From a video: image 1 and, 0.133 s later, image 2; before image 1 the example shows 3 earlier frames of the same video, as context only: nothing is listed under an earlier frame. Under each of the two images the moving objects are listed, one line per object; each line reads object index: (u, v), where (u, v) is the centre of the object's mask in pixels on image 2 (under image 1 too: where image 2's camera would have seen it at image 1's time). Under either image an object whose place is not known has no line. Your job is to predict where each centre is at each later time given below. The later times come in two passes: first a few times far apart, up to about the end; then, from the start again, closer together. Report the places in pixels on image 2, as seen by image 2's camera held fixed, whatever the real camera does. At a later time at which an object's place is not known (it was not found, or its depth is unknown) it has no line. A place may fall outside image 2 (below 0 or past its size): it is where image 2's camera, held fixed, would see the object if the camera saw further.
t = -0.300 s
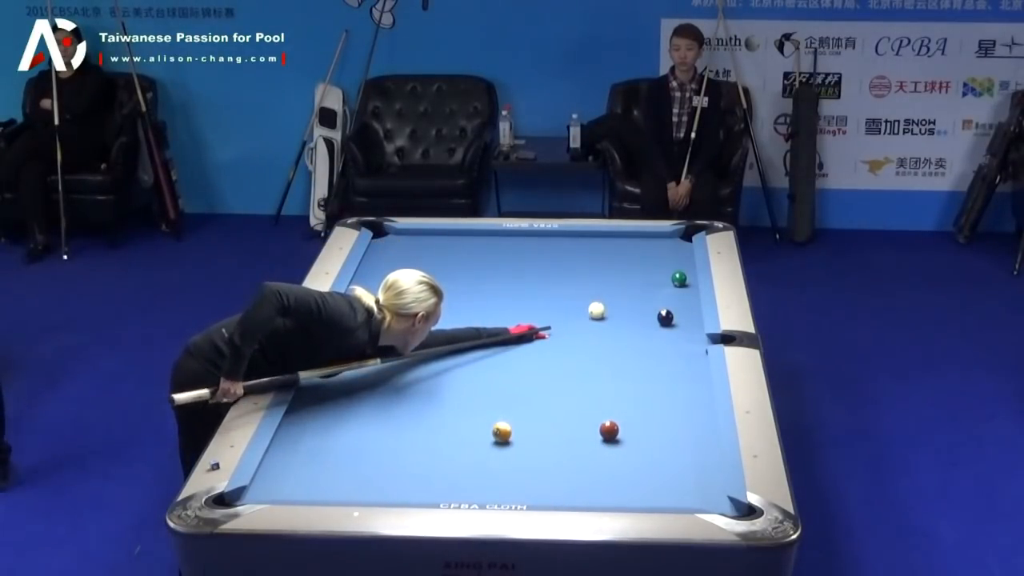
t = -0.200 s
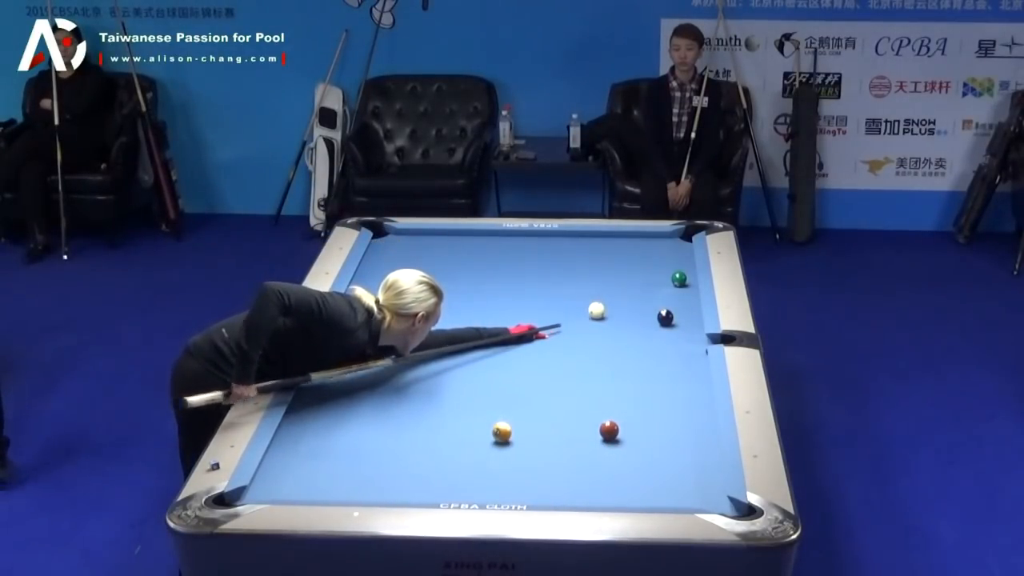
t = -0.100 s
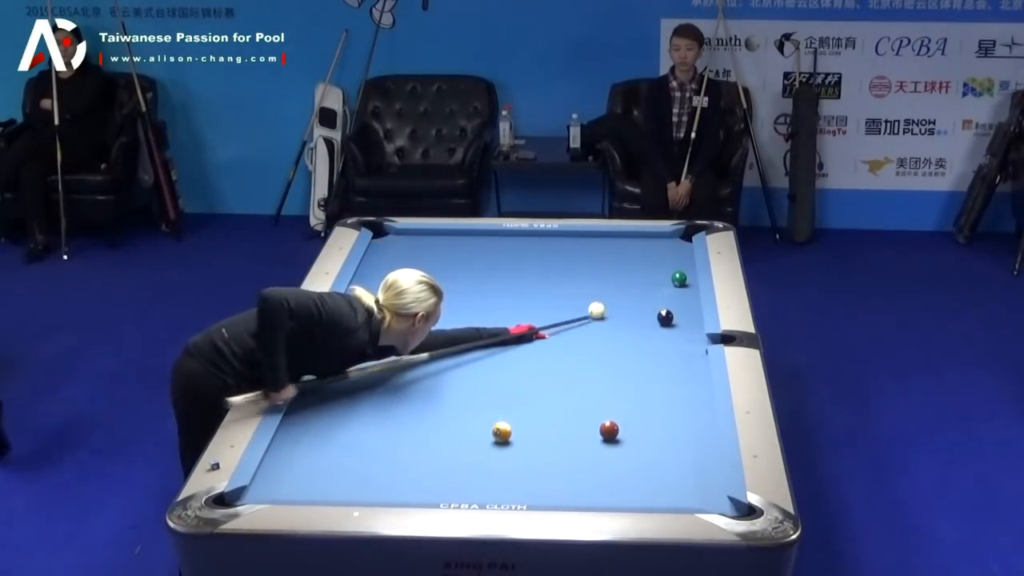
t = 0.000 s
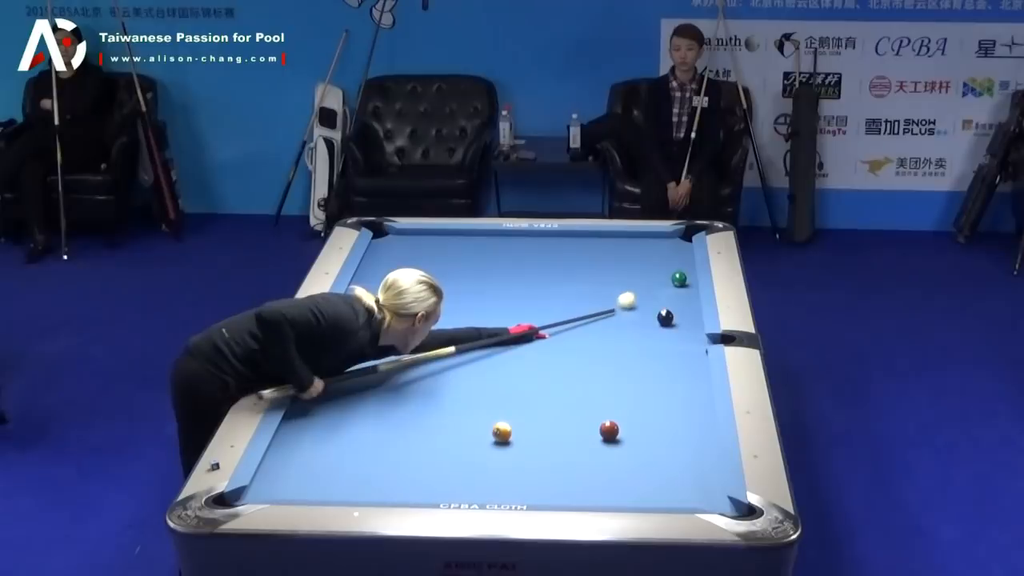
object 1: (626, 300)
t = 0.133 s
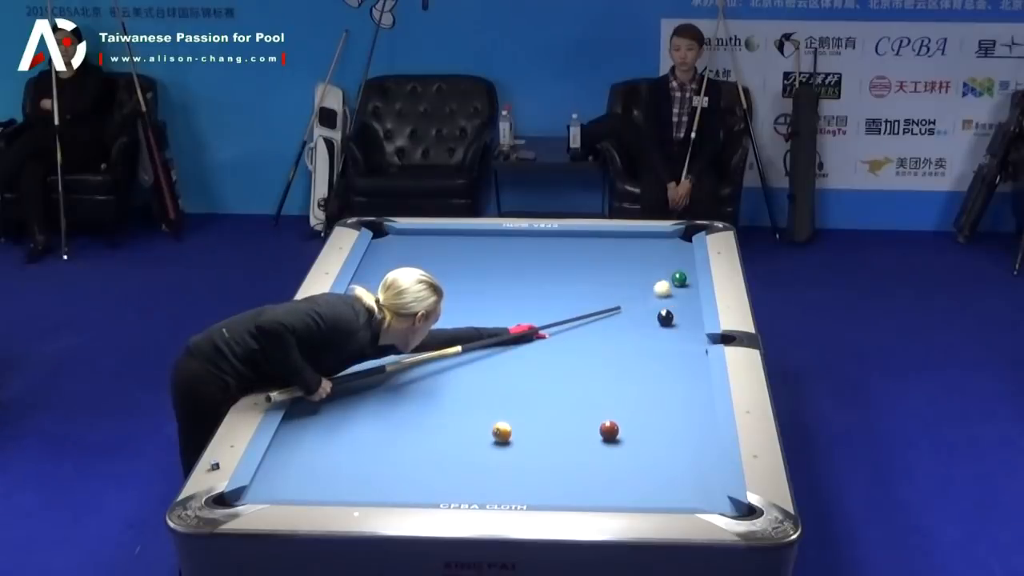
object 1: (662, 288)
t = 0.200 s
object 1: (677, 283)
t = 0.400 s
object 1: (678, 285)
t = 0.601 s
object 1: (662, 288)
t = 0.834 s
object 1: (644, 290)
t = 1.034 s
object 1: (630, 292)
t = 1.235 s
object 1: (616, 294)
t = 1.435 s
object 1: (603, 296)
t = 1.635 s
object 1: (590, 299)
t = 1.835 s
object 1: (578, 300)
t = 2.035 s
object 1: (567, 302)
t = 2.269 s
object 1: (555, 304)
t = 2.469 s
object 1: (545, 306)
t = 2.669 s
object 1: (536, 307)
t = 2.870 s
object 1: (528, 308)
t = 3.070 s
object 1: (521, 310)
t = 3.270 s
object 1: (514, 311)
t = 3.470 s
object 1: (508, 312)
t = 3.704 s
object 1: (502, 313)
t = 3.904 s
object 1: (497, 314)
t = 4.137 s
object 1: (487, 316)
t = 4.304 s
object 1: (490, 315)
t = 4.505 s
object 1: (487, 316)
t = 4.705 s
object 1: (485, 316)
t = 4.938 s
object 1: (483, 316)
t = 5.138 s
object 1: (483, 316)
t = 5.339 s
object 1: (483, 316)
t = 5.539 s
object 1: (483, 316)
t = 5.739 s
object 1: (483, 316)
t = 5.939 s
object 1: (483, 316)
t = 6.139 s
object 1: (480, 314)
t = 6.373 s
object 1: (484, 316)
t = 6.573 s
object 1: (484, 316)
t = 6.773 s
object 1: (484, 316)
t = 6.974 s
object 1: (484, 316)
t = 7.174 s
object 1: (484, 316)
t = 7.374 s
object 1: (484, 316)
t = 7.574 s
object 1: (484, 317)
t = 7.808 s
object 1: (483, 316)
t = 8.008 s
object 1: (484, 316)
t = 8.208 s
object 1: (484, 316)
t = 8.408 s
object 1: (484, 316)
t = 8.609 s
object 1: (484, 316)
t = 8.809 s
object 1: (484, 316)
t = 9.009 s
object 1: (484, 316)
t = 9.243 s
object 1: (484, 316)
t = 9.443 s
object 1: (484, 316)
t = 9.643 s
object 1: (484, 316)
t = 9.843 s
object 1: (484, 316)
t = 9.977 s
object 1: (484, 316)
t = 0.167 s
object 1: (670, 286)
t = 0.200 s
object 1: (677, 283)
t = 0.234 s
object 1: (683, 283)
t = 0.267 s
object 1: (689, 283)
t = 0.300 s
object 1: (687, 284)
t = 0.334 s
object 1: (684, 284)
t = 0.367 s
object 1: (681, 285)
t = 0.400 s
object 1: (678, 285)
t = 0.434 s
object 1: (676, 285)
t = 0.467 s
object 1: (673, 286)
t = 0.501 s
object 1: (670, 286)
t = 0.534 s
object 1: (667, 287)
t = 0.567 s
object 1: (665, 287)
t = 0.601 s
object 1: (662, 288)
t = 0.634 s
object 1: (660, 288)
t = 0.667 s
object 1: (657, 288)
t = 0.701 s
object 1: (654, 289)
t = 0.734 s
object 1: (652, 289)
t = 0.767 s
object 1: (649, 289)
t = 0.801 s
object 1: (647, 290)
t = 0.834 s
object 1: (644, 290)
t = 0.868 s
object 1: (642, 290)
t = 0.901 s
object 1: (639, 291)
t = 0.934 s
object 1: (637, 291)
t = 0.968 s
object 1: (635, 292)
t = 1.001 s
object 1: (632, 292)
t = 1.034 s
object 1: (630, 292)
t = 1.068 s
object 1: (627, 293)
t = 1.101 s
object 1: (625, 293)
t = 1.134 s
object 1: (623, 293)
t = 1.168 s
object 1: (620, 294)
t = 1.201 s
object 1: (618, 294)
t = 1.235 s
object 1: (616, 294)
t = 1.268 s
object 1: (614, 295)
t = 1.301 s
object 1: (611, 295)
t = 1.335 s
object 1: (609, 295)
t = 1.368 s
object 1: (607, 295)
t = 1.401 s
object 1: (605, 296)
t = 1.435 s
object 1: (603, 296)
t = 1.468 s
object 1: (600, 297)
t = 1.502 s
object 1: (598, 297)
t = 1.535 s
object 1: (596, 298)
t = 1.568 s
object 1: (594, 298)
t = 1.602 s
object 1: (592, 298)
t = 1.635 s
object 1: (590, 299)
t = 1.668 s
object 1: (588, 299)
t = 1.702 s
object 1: (586, 299)
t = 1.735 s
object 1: (584, 299)
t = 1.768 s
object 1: (582, 299)
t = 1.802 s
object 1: (580, 300)
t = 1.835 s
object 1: (578, 300)
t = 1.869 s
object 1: (576, 301)
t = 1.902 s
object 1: (574, 301)
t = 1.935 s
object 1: (572, 301)
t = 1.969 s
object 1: (570, 301)
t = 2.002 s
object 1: (569, 302)
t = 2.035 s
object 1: (567, 302)
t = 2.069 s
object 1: (565, 302)
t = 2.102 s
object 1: (563, 303)
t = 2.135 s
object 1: (562, 303)
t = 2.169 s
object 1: (560, 303)
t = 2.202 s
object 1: (558, 304)
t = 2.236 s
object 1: (556, 304)
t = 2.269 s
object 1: (555, 304)
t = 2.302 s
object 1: (553, 304)
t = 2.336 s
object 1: (552, 305)
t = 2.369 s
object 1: (550, 305)
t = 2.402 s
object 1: (548, 305)
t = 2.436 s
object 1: (547, 305)
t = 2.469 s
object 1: (545, 306)
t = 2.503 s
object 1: (544, 306)
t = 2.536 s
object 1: (542, 306)
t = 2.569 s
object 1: (541, 306)
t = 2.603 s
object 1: (539, 306)
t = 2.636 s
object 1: (538, 307)
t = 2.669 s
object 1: (536, 307)
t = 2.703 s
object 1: (535, 307)
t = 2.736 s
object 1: (534, 308)
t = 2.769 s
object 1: (532, 308)
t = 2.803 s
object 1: (531, 308)
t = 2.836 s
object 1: (529, 308)
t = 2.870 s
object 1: (528, 308)
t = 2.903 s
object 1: (527, 309)
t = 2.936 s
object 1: (526, 309)
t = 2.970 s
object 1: (524, 309)
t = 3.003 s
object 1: (523, 309)
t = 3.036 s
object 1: (522, 309)
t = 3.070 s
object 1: (521, 310)
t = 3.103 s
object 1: (520, 310)
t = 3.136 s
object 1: (518, 310)
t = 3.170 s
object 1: (517, 310)
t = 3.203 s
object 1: (516, 310)
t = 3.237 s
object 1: (515, 310)
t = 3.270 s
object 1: (514, 311)
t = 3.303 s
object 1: (513, 311)
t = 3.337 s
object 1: (512, 311)
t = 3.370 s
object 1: (511, 311)
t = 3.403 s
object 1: (510, 311)
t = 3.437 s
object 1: (509, 312)
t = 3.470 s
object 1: (508, 312)
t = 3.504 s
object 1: (507, 312)
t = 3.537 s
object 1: (506, 312)
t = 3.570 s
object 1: (505, 312)
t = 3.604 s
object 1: (504, 312)
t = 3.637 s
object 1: (503, 313)
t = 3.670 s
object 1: (503, 313)
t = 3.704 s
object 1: (502, 313)
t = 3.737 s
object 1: (501, 313)
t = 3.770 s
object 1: (500, 313)
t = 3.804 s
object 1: (499, 314)
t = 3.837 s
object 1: (499, 314)
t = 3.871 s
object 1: (498, 314)
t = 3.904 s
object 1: (497, 314)
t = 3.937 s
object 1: (497, 315)
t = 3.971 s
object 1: (499, 315)
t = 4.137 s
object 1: (487, 316)
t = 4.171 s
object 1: (492, 315)
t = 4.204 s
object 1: (491, 315)
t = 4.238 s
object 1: (491, 315)
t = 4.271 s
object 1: (490, 315)
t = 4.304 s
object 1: (490, 315)
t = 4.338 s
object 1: (489, 315)
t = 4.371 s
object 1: (489, 315)
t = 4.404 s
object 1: (488, 316)
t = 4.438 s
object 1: (488, 316)
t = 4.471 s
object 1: (487, 316)
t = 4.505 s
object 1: (487, 316)
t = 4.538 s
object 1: (486, 316)
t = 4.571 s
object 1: (486, 316)
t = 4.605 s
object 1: (486, 316)
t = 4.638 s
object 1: (485, 316)
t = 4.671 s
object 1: (485, 316)
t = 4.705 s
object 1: (485, 316)
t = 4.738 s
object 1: (485, 316)
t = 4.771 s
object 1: (484, 316)
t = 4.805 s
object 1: (484, 316)
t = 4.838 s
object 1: (484, 316)
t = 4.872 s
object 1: (484, 316)
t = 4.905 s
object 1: (484, 316)
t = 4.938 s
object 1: (483, 316)
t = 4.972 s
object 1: (483, 316)
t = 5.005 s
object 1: (483, 316)
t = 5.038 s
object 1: (483, 316)
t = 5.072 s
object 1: (483, 316)
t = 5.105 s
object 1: (483, 316)
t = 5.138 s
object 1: (483, 316)
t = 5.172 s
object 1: (483, 316)
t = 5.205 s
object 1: (483, 316)
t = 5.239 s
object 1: (483, 316)
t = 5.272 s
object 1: (483, 316)
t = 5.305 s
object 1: (483, 316)
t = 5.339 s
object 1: (483, 316)
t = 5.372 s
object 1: (483, 316)
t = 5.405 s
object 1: (483, 316)
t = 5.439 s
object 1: (483, 316)
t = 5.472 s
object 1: (483, 316)
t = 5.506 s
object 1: (483, 316)
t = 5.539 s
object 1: (483, 316)
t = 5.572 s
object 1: (483, 316)
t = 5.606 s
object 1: (483, 316)
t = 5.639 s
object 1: (483, 316)
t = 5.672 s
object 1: (483, 316)
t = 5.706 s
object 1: (484, 316)
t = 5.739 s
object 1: (483, 316)
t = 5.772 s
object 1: (483, 316)
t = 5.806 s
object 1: (483, 316)
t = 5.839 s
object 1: (484, 316)
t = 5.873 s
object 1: (483, 316)
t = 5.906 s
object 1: (483, 316)
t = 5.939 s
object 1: (483, 316)
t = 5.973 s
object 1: (484, 316)
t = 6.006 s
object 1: (483, 316)
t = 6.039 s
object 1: (483, 316)
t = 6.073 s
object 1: (483, 316)
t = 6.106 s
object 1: (484, 316)
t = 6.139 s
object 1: (480, 314)
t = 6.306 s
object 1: (488, 315)
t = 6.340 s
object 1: (484, 316)
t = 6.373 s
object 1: (484, 316)
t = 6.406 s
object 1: (484, 316)
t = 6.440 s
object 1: (484, 316)
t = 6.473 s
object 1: (484, 316)
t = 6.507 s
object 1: (484, 316)
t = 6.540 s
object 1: (484, 316)
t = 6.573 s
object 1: (484, 316)
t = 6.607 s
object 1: (484, 316)
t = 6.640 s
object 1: (484, 316)
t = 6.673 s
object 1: (483, 316)
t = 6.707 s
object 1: (484, 316)
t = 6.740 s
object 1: (484, 316)
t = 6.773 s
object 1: (484, 316)
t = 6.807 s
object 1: (484, 316)
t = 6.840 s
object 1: (484, 316)
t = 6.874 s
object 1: (484, 316)
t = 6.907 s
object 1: (484, 316)
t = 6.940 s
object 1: (484, 316)
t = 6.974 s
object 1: (484, 316)
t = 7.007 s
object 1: (484, 316)
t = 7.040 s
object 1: (484, 316)
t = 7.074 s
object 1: (484, 316)
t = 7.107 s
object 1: (484, 316)
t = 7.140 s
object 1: (484, 316)
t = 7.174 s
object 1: (484, 316)
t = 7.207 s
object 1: (483, 316)
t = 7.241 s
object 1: (483, 316)
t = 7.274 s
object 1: (484, 316)
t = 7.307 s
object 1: (484, 316)
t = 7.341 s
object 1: (484, 316)
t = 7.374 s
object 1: (484, 316)
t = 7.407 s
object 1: (484, 316)
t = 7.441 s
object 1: (484, 316)
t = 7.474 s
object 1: (484, 316)
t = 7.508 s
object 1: (484, 316)
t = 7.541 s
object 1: (484, 316)
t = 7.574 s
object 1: (484, 317)
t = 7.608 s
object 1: (484, 316)
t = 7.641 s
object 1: (484, 316)
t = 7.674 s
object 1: (484, 317)
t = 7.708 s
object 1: (484, 316)
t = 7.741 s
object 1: (484, 316)
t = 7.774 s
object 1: (484, 316)
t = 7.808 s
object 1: (483, 316)
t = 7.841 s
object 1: (484, 316)
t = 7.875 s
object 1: (484, 316)
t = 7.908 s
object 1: (484, 316)
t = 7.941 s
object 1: (484, 316)
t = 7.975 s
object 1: (484, 316)
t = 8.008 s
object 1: (484, 316)
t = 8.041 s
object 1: (484, 316)
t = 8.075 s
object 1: (484, 316)
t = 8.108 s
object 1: (484, 316)
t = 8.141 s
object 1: (484, 316)
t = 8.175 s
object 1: (484, 316)
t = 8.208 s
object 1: (484, 316)
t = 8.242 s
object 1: (484, 316)
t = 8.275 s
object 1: (484, 316)
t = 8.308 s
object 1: (484, 316)
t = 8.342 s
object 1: (484, 316)
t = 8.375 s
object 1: (484, 316)
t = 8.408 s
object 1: (484, 316)
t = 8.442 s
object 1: (484, 316)
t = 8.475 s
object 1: (484, 316)
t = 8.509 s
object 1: (484, 316)
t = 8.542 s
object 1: (484, 316)
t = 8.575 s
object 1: (484, 316)
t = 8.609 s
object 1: (484, 316)
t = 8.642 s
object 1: (484, 316)
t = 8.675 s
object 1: (484, 316)
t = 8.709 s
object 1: (484, 316)
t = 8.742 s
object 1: (484, 316)
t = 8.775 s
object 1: (484, 316)
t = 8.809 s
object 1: (484, 316)
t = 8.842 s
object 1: (484, 316)
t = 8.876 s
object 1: (484, 316)
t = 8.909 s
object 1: (484, 316)
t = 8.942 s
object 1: (484, 316)
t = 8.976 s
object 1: (484, 316)
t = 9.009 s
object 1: (484, 316)
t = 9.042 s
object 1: (484, 316)
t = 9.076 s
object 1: (484, 316)
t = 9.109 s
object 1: (484, 316)
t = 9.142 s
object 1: (484, 316)
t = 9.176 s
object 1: (484, 316)
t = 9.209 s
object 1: (484, 316)
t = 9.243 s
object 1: (484, 316)
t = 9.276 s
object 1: (484, 316)
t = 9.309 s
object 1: (484, 316)
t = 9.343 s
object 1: (484, 316)
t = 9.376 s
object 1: (484, 316)
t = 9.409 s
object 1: (484, 316)
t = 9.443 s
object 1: (484, 316)
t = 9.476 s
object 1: (484, 316)
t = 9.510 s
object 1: (484, 316)
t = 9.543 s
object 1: (484, 316)
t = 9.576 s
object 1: (484, 316)
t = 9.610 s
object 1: (484, 316)
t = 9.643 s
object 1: (484, 316)
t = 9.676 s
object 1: (484, 316)
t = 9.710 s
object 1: (484, 316)
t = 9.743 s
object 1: (484, 316)
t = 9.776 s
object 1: (484, 316)
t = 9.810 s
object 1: (484, 316)
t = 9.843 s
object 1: (484, 316)
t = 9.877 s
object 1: (484, 316)
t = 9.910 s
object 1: (484, 316)
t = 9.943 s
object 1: (484, 316)
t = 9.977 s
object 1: (484, 316)
